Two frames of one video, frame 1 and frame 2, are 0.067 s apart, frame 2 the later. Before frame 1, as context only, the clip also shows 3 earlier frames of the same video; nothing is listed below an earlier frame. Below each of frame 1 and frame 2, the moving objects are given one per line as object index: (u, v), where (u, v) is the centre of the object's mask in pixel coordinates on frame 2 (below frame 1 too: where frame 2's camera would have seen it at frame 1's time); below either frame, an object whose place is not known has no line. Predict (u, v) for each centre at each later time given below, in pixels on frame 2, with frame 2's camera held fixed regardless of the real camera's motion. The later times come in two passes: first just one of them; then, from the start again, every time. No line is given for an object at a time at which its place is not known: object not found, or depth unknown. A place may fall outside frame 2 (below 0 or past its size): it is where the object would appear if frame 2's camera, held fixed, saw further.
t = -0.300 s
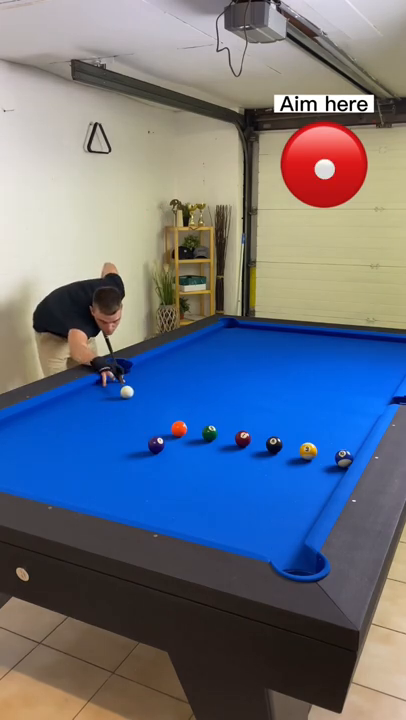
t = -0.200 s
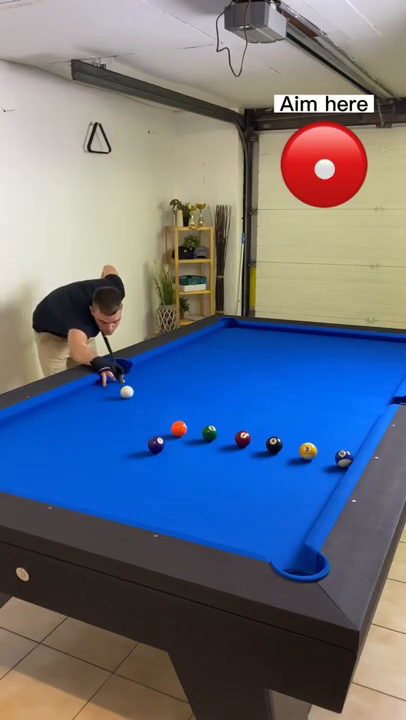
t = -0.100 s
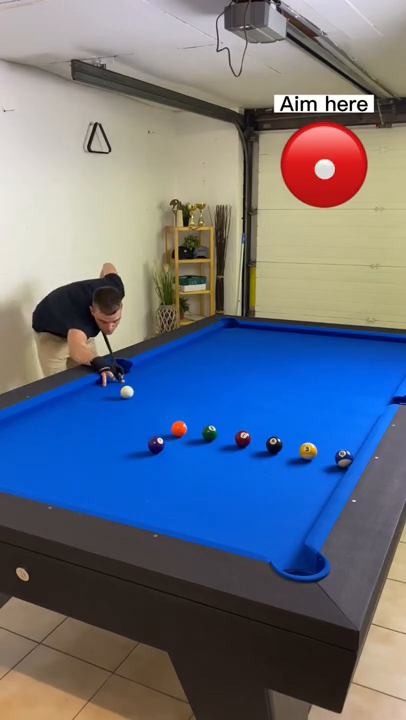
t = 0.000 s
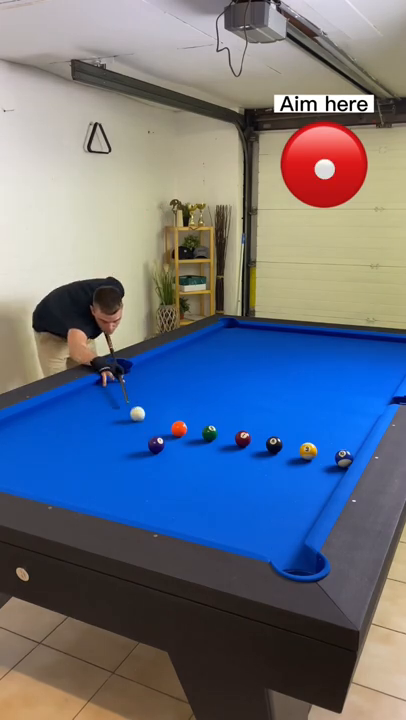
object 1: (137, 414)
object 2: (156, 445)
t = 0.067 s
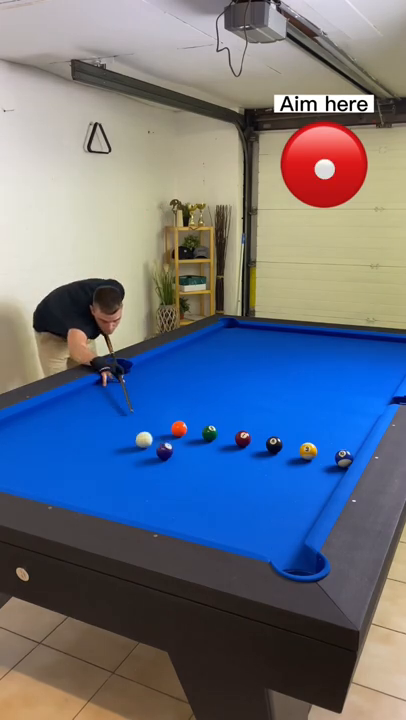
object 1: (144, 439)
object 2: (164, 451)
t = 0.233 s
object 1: (101, 470)
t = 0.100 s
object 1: (135, 443)
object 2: (180, 463)
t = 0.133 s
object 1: (125, 450)
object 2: (203, 480)
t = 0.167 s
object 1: (118, 455)
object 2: (217, 491)
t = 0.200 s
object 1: (108, 464)
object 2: (241, 510)
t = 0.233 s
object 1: (101, 470)
